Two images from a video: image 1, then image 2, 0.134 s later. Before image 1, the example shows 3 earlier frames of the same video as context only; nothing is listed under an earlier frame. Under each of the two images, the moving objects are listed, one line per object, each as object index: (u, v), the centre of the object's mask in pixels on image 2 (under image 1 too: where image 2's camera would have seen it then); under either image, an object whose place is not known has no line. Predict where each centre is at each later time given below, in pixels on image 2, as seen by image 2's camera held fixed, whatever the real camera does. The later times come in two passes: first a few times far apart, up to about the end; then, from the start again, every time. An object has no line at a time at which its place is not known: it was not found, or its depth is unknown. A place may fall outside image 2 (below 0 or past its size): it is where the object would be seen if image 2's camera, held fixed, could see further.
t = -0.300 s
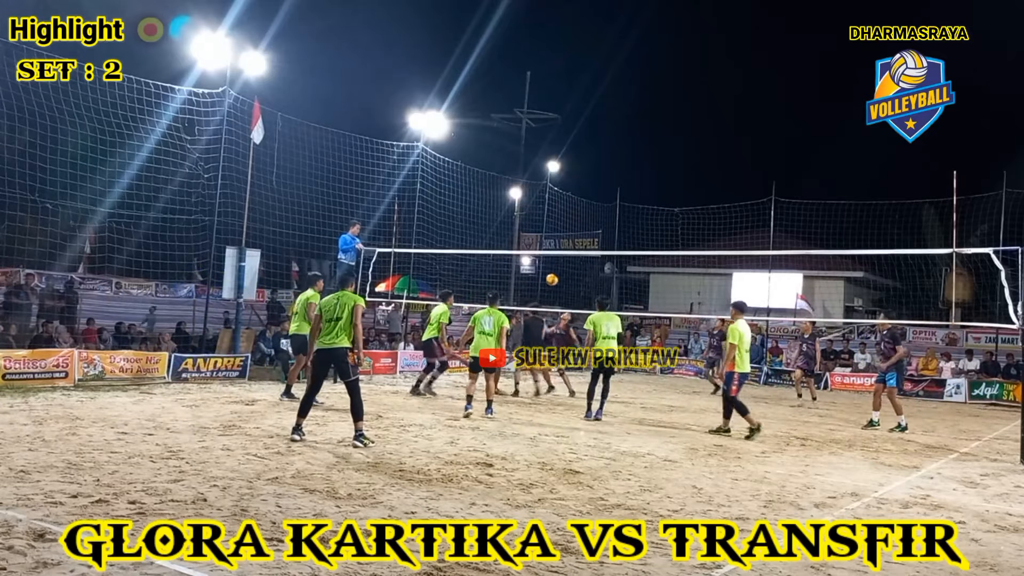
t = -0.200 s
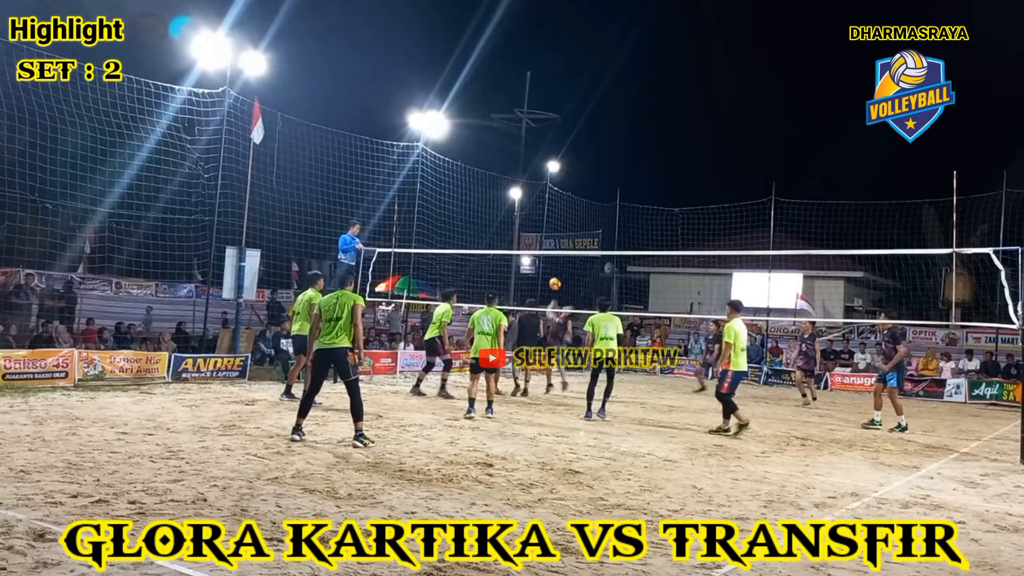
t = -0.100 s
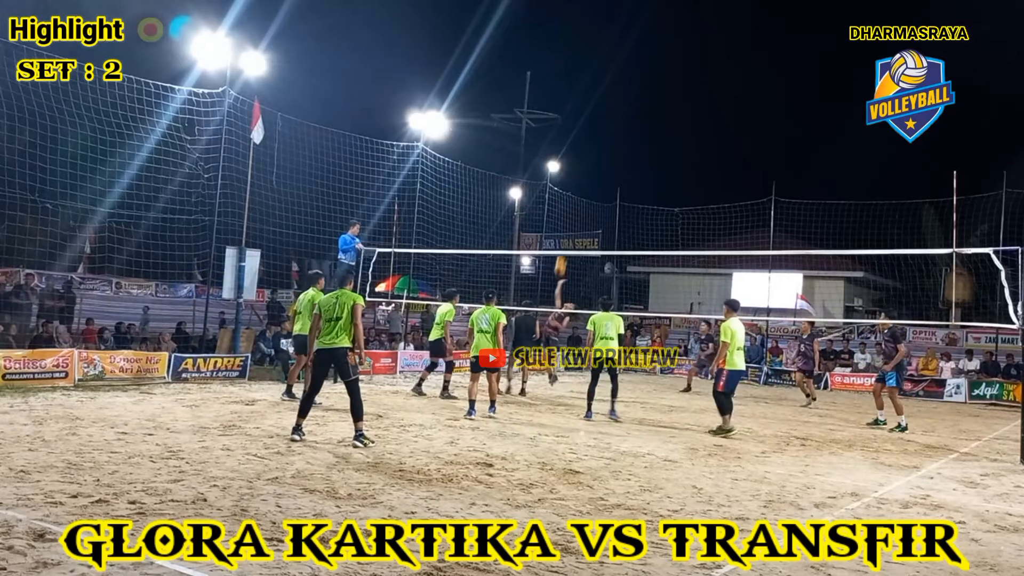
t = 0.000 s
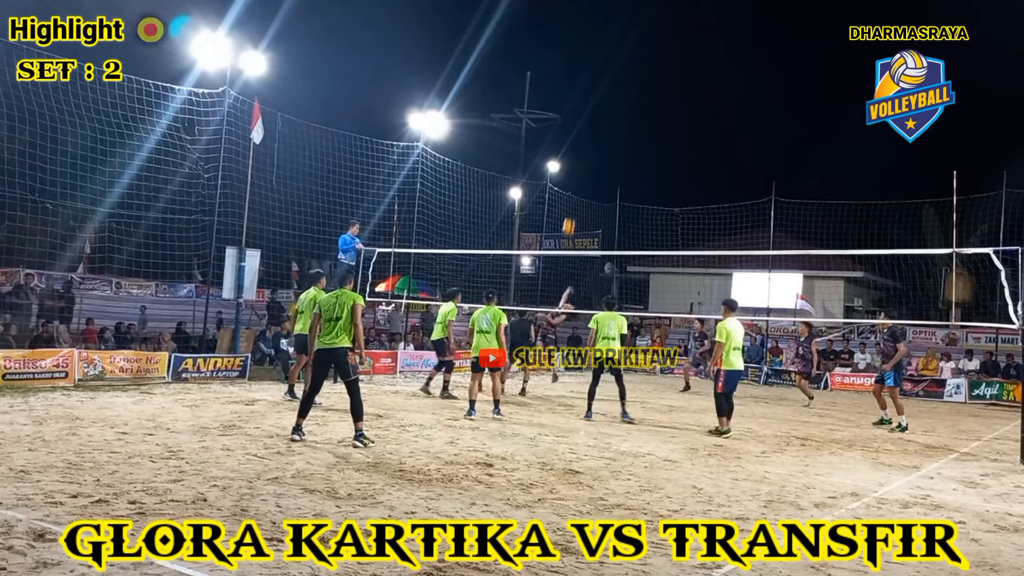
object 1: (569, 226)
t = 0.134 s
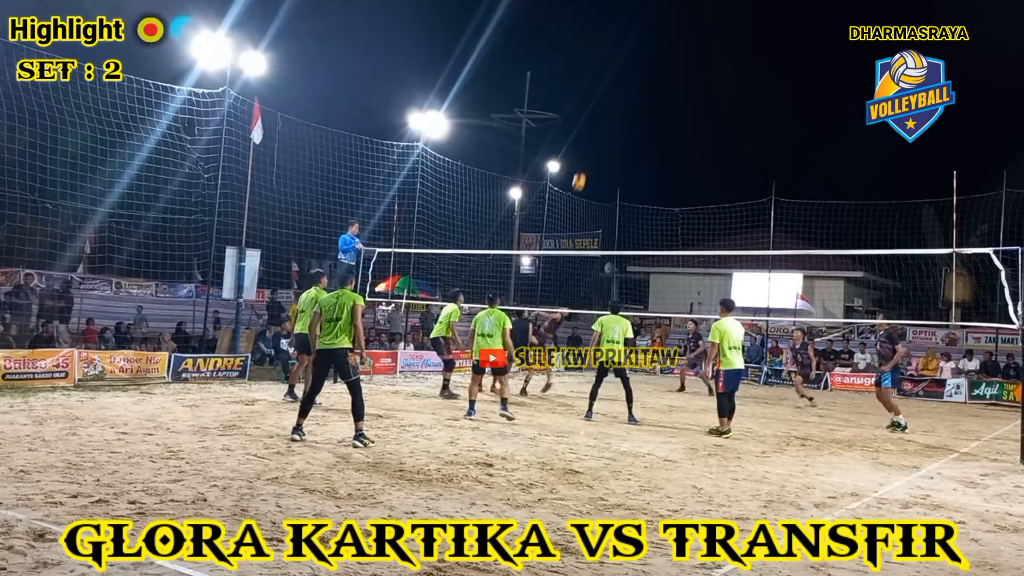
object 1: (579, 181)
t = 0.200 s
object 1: (584, 162)
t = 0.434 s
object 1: (601, 109)
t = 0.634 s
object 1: (616, 86)
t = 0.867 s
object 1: (633, 90)
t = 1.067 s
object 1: (647, 124)
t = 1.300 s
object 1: (664, 206)
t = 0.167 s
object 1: (582, 171)
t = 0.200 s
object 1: (584, 162)
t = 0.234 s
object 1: (587, 153)
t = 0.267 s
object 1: (589, 144)
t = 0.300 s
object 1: (591, 137)
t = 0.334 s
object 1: (594, 129)
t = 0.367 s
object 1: (596, 122)
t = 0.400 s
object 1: (599, 115)
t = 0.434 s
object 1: (601, 109)
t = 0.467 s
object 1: (604, 104)
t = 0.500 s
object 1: (606, 99)
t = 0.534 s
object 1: (609, 95)
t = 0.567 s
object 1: (611, 91)
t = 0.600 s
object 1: (614, 89)
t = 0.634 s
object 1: (616, 86)
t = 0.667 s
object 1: (618, 84)
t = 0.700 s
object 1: (621, 83)
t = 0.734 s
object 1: (623, 83)
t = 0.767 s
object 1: (625, 84)
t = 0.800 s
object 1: (628, 85)
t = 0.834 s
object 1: (630, 87)
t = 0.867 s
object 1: (633, 90)
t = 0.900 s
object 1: (635, 93)
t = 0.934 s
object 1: (637, 98)
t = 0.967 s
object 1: (640, 103)
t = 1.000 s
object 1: (642, 109)
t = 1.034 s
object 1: (644, 116)
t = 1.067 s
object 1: (647, 124)
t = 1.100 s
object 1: (649, 133)
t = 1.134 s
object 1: (652, 142)
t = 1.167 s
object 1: (654, 153)
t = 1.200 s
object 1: (657, 165)
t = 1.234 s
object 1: (659, 177)
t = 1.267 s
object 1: (662, 191)
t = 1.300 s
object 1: (664, 206)
